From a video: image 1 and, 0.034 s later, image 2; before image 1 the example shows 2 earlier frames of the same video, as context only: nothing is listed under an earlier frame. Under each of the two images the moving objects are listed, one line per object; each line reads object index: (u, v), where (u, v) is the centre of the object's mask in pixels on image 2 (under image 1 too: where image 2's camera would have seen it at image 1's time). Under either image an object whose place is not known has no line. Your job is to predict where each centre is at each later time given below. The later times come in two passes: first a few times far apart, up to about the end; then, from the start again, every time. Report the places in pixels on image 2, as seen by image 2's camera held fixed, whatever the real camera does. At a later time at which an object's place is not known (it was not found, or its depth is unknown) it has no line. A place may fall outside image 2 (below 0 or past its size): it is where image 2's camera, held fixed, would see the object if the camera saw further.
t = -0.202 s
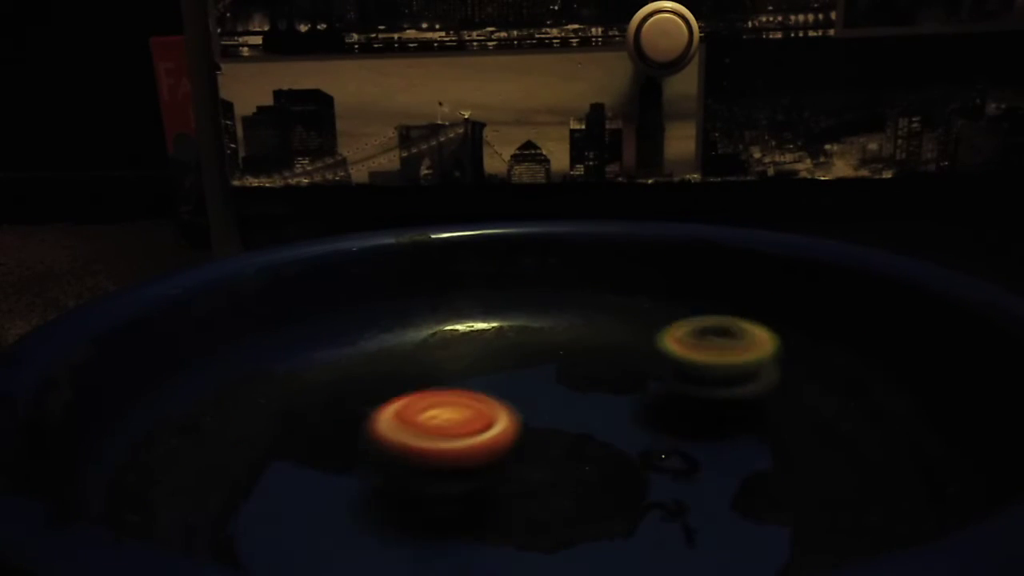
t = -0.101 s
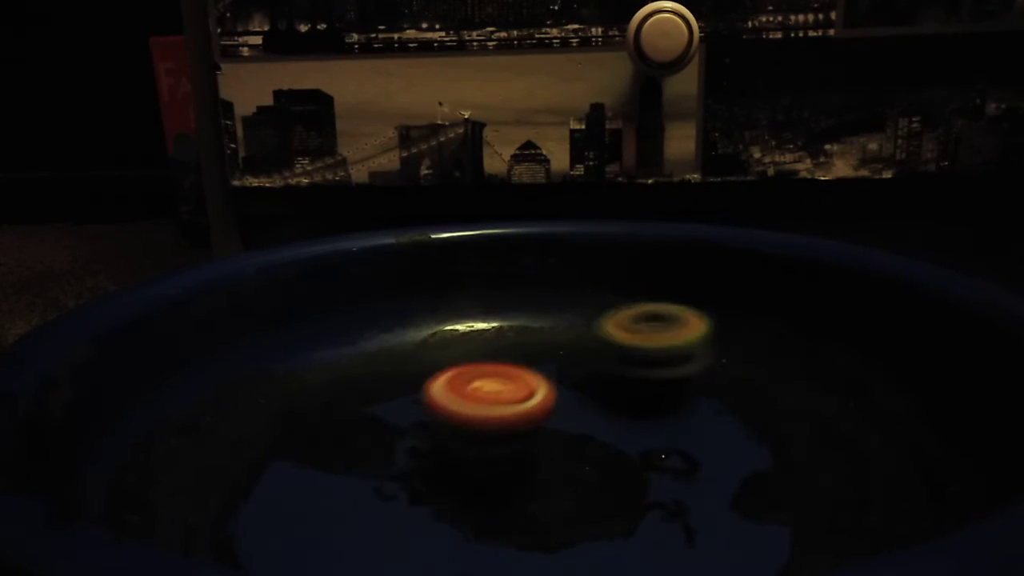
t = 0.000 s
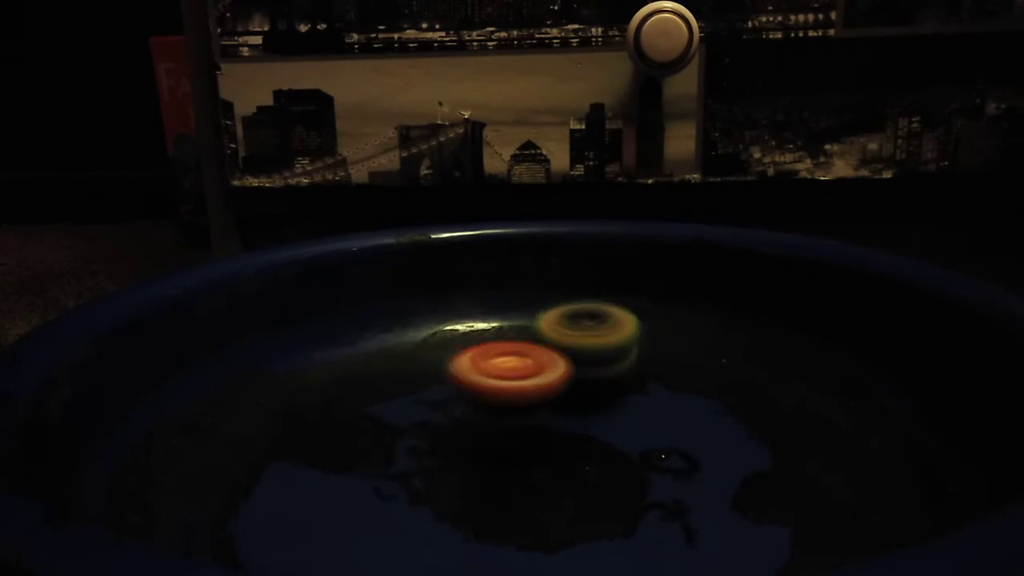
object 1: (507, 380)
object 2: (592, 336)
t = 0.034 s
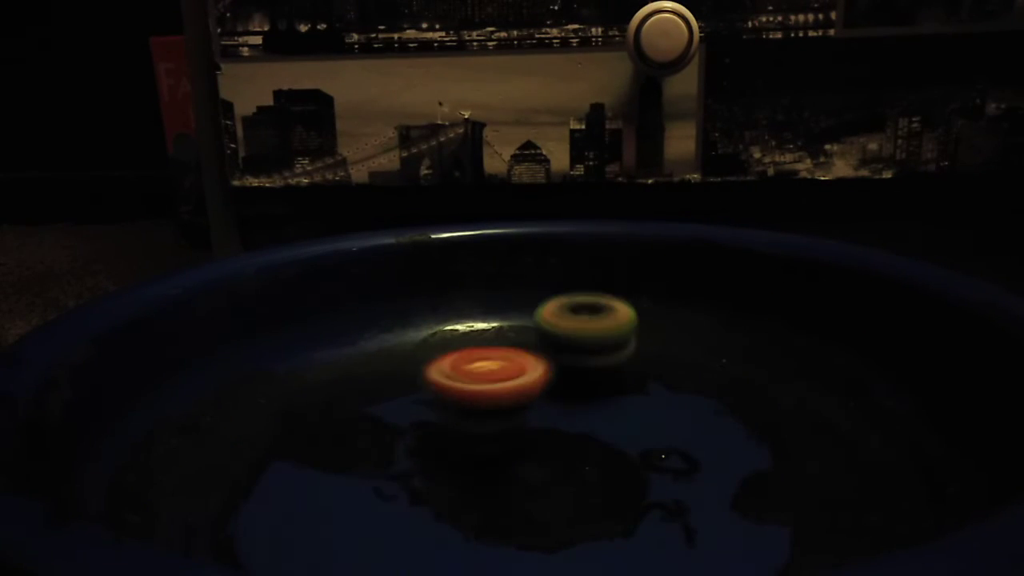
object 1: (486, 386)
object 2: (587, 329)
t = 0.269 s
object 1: (363, 427)
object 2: (545, 298)
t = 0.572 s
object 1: (368, 485)
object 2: (477, 340)
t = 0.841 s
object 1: (473, 500)
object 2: (558, 396)
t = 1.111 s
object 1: (543, 532)
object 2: (572, 323)
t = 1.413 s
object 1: (603, 439)
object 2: (474, 363)
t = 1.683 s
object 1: (648, 361)
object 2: (473, 429)
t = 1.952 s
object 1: (692, 317)
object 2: (621, 477)
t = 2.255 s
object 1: (657, 316)
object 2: (724, 428)
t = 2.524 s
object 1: (520, 299)
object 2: (819, 518)
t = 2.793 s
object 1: (320, 380)
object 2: (515, 553)
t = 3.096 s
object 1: (184, 426)
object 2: (276, 527)
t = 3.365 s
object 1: (335, 405)
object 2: (354, 534)
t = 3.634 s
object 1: (527, 378)
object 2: (467, 467)
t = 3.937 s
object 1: (717, 397)
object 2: (493, 377)
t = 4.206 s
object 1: (773, 445)
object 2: (476, 341)
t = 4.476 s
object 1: (655, 478)
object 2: (472, 340)
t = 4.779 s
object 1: (501, 435)
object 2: (472, 360)
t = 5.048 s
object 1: (401, 546)
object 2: (475, 316)
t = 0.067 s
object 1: (466, 390)
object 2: (586, 322)
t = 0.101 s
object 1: (446, 395)
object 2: (586, 314)
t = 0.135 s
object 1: (425, 401)
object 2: (584, 309)
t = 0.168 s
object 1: (408, 408)
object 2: (580, 301)
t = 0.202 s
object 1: (393, 412)
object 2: (572, 296)
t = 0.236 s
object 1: (377, 419)
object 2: (560, 291)
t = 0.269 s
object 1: (363, 427)
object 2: (545, 298)
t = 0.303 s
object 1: (352, 433)
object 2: (527, 303)
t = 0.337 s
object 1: (345, 441)
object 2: (510, 305)
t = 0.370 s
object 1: (339, 449)
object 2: (495, 311)
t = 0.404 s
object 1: (337, 456)
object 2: (486, 316)
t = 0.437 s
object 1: (338, 463)
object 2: (481, 319)
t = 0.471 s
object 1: (341, 470)
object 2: (478, 325)
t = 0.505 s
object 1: (347, 475)
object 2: (476, 329)
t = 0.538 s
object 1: (357, 481)
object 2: (476, 334)
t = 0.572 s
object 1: (368, 485)
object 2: (477, 340)
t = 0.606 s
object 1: (382, 487)
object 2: (480, 347)
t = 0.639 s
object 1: (398, 489)
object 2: (482, 355)
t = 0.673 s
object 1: (415, 489)
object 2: (483, 365)
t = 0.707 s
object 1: (432, 489)
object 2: (490, 374)
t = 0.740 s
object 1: (447, 487)
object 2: (499, 382)
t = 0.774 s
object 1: (466, 484)
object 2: (512, 389)
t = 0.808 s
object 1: (486, 479)
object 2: (526, 394)
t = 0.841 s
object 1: (473, 500)
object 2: (558, 396)
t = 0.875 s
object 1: (431, 532)
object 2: (604, 378)
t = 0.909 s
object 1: (390, 541)
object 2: (642, 350)
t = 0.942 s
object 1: (401, 525)
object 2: (678, 313)
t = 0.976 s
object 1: (417, 526)
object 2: (676, 280)
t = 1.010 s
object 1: (438, 541)
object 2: (651, 262)
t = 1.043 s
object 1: (482, 542)
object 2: (624, 265)
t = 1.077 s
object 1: (519, 536)
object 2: (600, 282)
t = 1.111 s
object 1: (543, 532)
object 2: (572, 323)
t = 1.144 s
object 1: (559, 523)
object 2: (556, 313)
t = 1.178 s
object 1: (570, 519)
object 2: (540, 317)
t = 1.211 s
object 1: (575, 510)
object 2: (525, 336)
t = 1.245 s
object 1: (576, 494)
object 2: (513, 332)
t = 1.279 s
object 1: (581, 482)
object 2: (501, 342)
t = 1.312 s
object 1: (587, 473)
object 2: (494, 344)
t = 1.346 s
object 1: (594, 460)
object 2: (488, 350)
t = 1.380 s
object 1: (598, 452)
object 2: (481, 356)
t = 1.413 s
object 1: (603, 439)
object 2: (474, 363)
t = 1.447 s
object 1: (610, 428)
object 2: (469, 368)
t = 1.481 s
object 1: (619, 412)
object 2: (464, 374)
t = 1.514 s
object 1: (625, 402)
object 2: (463, 382)
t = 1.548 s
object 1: (630, 395)
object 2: (462, 391)
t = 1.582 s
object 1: (635, 383)
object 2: (462, 399)
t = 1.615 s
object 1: (639, 378)
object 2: (464, 408)
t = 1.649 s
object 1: (644, 367)
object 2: (466, 418)
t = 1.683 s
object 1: (648, 361)
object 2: (473, 429)
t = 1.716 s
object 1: (651, 355)
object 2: (483, 438)
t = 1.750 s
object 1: (656, 349)
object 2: (497, 447)
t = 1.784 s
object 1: (663, 342)
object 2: (513, 455)
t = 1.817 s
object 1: (669, 338)
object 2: (532, 462)
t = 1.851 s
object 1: (676, 330)
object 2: (553, 468)
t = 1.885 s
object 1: (682, 325)
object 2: (575, 473)
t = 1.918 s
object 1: (687, 319)
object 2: (597, 476)
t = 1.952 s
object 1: (692, 317)
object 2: (621, 477)
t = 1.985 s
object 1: (694, 314)
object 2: (642, 476)
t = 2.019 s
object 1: (694, 313)
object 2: (661, 474)
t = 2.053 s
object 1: (690, 311)
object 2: (677, 471)
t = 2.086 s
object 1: (681, 304)
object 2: (692, 466)
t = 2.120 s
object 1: (673, 304)
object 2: (705, 460)
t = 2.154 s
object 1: (668, 306)
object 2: (715, 452)
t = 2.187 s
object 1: (665, 308)
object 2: (722, 445)
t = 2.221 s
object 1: (661, 311)
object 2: (724, 436)
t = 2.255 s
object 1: (657, 316)
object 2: (724, 428)
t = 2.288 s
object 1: (652, 322)
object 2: (720, 420)
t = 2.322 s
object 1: (646, 328)
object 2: (712, 411)
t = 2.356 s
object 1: (638, 335)
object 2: (703, 403)
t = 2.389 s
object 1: (628, 336)
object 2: (702, 411)
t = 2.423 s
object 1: (601, 311)
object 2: (725, 449)
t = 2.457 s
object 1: (577, 293)
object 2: (761, 486)
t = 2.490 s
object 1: (551, 286)
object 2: (791, 508)
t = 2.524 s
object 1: (520, 299)
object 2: (819, 518)
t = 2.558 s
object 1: (491, 310)
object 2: (795, 507)
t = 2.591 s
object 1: (464, 321)
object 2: (755, 511)
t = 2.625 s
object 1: (439, 330)
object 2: (714, 530)
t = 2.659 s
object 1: (413, 338)
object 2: (665, 538)
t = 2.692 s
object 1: (389, 346)
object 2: (628, 542)
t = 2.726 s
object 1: (366, 353)
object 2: (587, 545)
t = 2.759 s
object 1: (342, 368)
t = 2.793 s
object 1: (320, 380)
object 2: (515, 553)
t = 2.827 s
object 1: (293, 384)
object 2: (486, 554)
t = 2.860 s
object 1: (273, 388)
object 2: (468, 554)
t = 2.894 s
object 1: (251, 393)
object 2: (452, 550)
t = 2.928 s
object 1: (231, 395)
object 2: (434, 545)
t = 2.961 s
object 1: (212, 391)
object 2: (409, 541)
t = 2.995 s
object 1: (197, 394)
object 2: (379, 538)
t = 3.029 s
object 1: (185, 400)
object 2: (344, 535)
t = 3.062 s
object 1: (181, 411)
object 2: (308, 530)
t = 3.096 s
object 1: (184, 426)
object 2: (276, 527)
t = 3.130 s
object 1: (195, 431)
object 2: (254, 523)
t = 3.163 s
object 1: (208, 435)
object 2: (238, 520)
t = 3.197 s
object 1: (224, 434)
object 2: (230, 519)
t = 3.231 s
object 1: (252, 428)
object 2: (237, 524)
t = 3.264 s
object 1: (271, 420)
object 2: (259, 529)
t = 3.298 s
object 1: (293, 416)
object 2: (292, 534)
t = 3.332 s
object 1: (313, 410)
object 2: (328, 536)
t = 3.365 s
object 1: (335, 405)
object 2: (354, 534)
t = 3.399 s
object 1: (360, 399)
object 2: (377, 530)
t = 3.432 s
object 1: (382, 395)
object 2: (397, 525)
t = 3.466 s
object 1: (409, 391)
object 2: (414, 518)
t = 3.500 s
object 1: (431, 387)
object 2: (426, 512)
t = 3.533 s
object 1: (456, 384)
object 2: (436, 503)
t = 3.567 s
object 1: (480, 380)
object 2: (448, 492)
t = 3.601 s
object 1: (504, 380)
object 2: (457, 479)
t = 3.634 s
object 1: (527, 378)
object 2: (467, 467)
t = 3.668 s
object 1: (550, 380)
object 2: (474, 456)
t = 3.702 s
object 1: (574, 380)
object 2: (480, 445)
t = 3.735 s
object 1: (595, 383)
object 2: (487, 432)
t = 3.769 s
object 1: (618, 384)
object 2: (494, 419)
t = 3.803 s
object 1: (638, 386)
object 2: (495, 411)
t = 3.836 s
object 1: (662, 388)
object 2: (494, 399)
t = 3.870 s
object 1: (680, 391)
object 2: (495, 393)
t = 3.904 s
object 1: (703, 393)
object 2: (494, 385)
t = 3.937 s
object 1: (717, 397)
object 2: (493, 377)
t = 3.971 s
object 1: (733, 397)
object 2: (492, 371)
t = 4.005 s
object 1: (743, 402)
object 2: (489, 365)
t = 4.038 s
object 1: (755, 407)
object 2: (486, 359)
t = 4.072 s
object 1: (764, 412)
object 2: (484, 354)
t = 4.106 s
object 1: (770, 416)
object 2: (481, 350)
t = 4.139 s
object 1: (774, 432)
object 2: (480, 347)
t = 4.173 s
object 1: (776, 438)
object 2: (477, 343)
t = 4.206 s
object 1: (773, 445)
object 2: (476, 341)
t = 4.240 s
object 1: (768, 452)
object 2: (475, 340)
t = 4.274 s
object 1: (761, 457)
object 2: (474, 339)
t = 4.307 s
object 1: (749, 463)
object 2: (473, 338)
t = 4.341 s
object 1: (733, 468)
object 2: (473, 337)
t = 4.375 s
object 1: (715, 474)
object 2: (472, 338)
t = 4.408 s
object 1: (694, 474)
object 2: (472, 338)
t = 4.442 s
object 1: (674, 477)
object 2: (472, 339)
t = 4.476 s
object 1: (655, 478)
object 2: (472, 340)
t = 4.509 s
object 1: (634, 478)
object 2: (472, 341)
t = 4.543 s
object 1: (617, 476)
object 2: (472, 343)
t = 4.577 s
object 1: (595, 475)
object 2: (472, 345)
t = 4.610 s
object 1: (577, 470)
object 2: (472, 348)
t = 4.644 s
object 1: (559, 464)
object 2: (472, 352)
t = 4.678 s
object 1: (541, 456)
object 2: (471, 356)
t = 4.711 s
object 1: (525, 450)
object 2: (470, 360)
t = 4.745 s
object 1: (510, 443)
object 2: (471, 359)
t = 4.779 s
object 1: (501, 435)
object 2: (472, 360)
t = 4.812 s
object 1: (487, 429)
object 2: (475, 355)
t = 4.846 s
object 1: (478, 461)
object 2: (476, 348)
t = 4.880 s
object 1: (466, 484)
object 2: (479, 333)
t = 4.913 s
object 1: (451, 507)
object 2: (478, 315)
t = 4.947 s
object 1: (440, 524)
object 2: (472, 304)
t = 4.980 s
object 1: (429, 532)
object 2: (474, 288)
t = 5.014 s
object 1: (418, 540)
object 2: (473, 297)
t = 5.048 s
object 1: (401, 546)
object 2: (475, 316)
